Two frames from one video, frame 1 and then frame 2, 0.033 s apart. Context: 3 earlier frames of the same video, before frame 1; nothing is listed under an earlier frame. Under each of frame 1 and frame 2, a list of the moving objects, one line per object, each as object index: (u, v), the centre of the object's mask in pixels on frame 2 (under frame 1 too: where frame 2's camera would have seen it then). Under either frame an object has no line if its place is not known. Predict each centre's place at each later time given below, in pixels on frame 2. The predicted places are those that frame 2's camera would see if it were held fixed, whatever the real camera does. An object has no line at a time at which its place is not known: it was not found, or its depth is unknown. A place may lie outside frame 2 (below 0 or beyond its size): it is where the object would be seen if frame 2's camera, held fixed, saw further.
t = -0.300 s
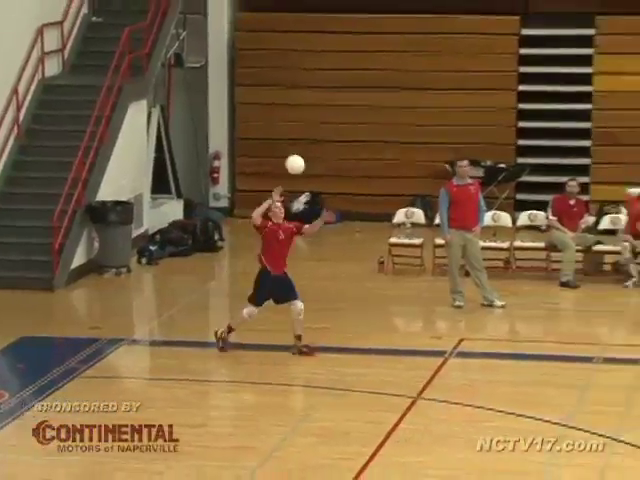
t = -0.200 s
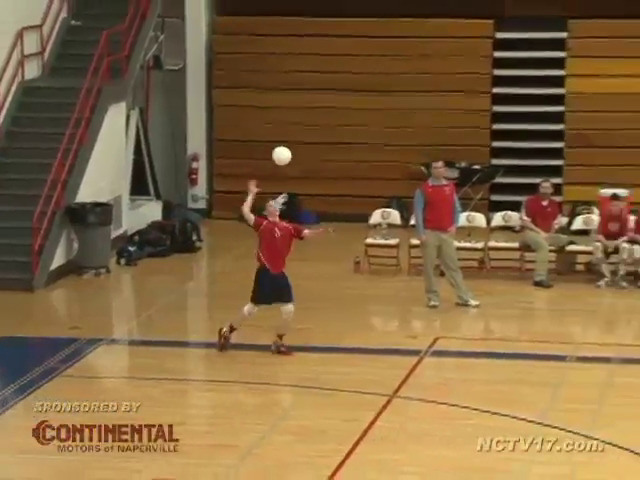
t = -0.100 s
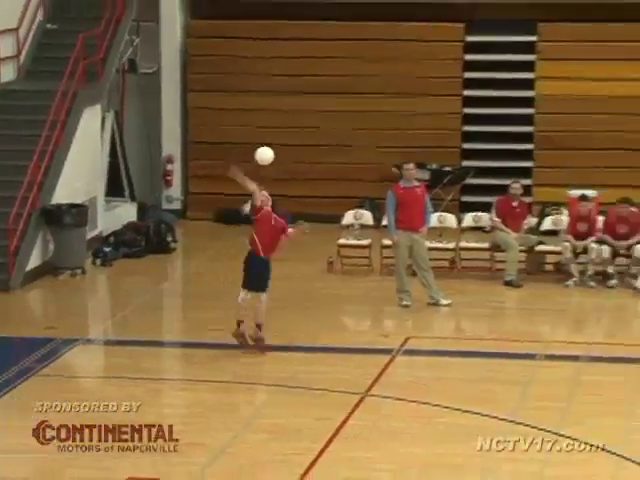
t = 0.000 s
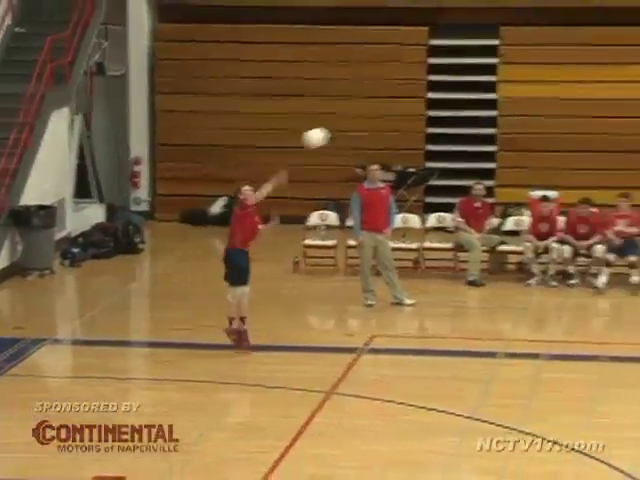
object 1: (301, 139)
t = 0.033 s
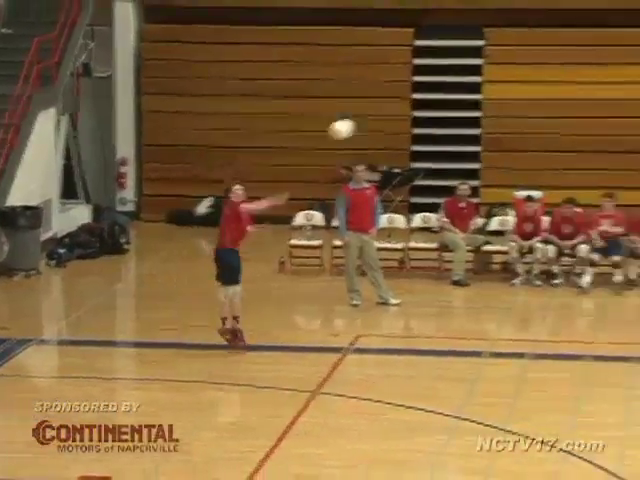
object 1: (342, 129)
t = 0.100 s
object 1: (425, 111)
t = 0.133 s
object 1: (468, 102)
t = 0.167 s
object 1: (510, 96)
